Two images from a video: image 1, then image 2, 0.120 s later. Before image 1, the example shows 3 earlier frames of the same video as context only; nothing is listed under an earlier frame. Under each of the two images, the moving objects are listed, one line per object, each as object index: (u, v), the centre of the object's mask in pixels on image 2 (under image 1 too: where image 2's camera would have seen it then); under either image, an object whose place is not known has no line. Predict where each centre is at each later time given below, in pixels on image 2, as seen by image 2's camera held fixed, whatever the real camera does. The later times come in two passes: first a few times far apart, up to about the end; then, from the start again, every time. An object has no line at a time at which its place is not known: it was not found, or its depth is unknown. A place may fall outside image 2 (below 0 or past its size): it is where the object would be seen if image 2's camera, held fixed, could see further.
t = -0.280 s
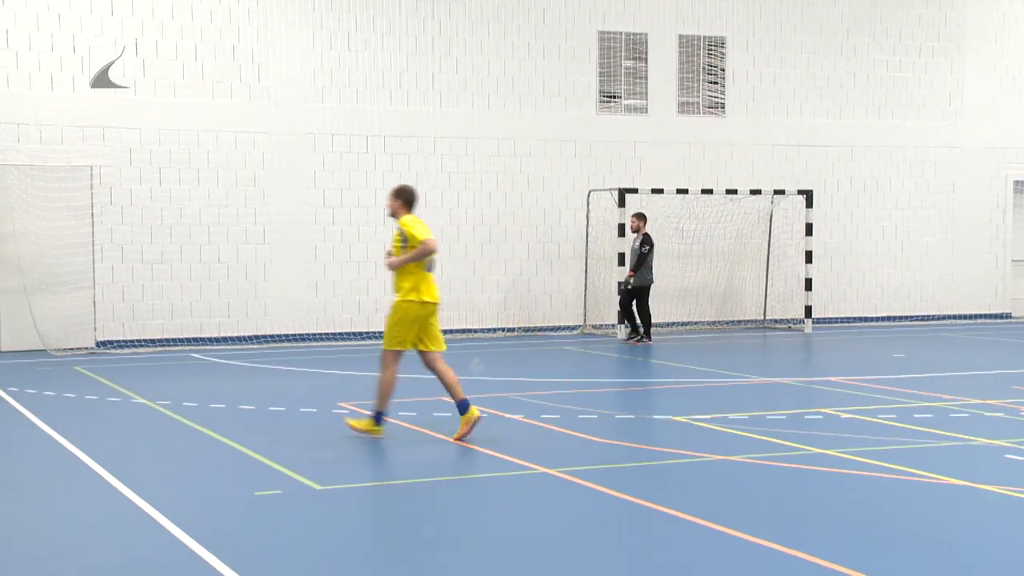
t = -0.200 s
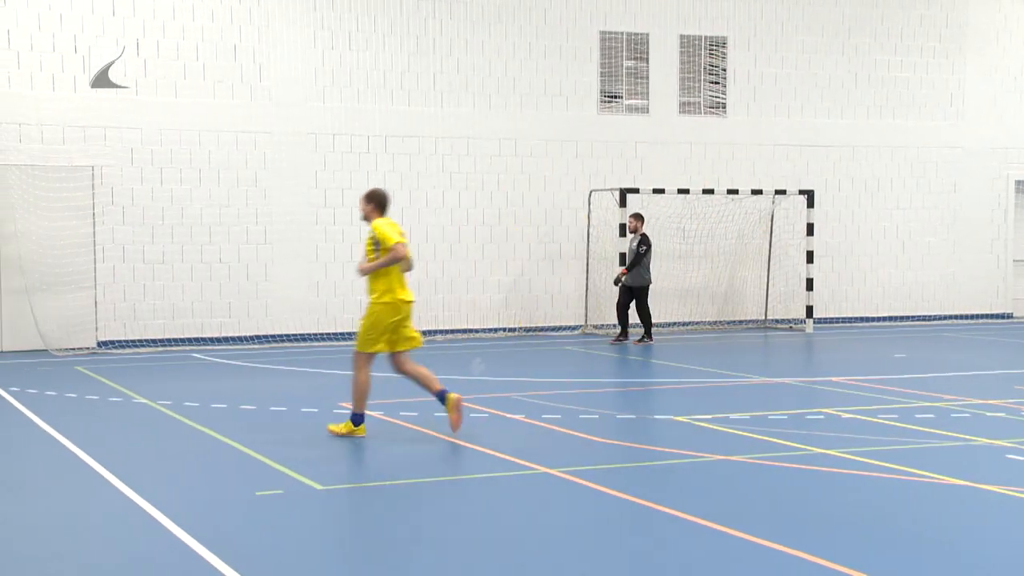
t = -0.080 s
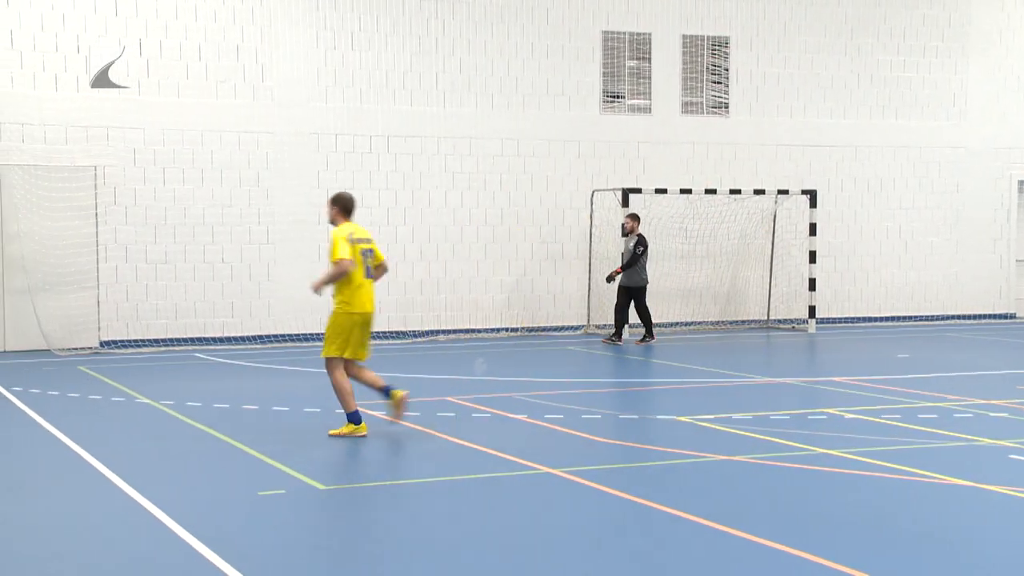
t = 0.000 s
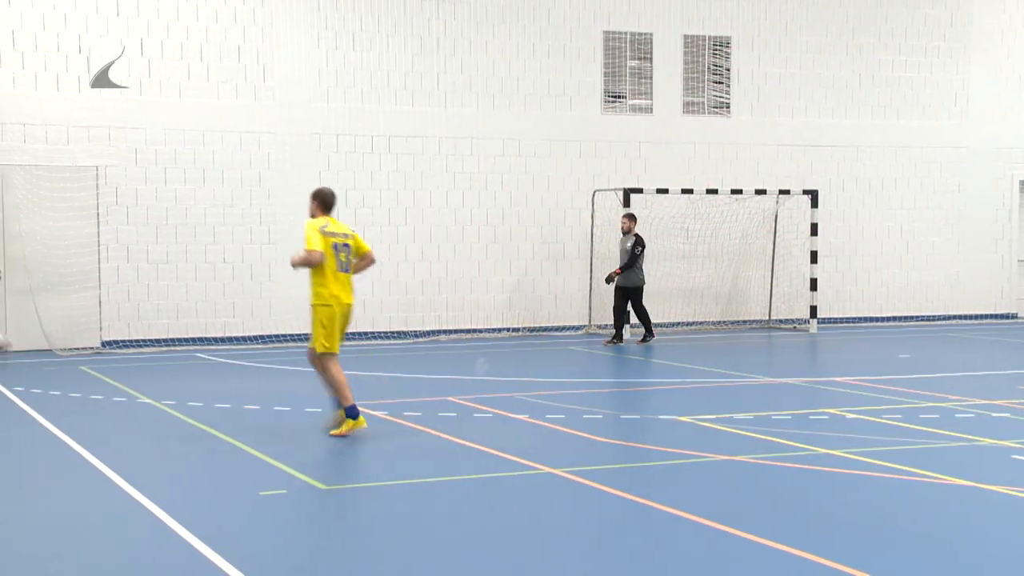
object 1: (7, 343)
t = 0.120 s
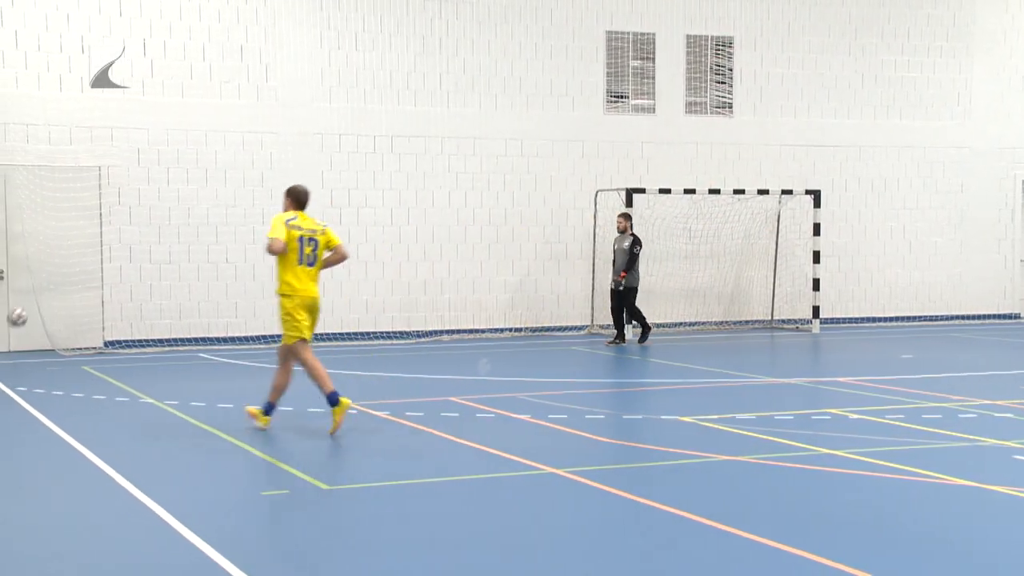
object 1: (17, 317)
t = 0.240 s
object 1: (27, 288)
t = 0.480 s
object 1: (47, 265)
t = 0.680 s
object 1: (65, 283)
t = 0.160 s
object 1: (20, 307)
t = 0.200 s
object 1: (24, 297)
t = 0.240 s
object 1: (27, 288)
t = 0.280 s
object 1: (30, 281)
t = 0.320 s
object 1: (34, 275)
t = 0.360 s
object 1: (37, 271)
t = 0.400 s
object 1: (41, 267)
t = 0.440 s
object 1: (44, 265)
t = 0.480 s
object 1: (47, 265)
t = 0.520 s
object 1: (51, 266)
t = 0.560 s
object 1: (55, 268)
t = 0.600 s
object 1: (58, 272)
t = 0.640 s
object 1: (61, 277)
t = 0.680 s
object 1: (65, 283)
